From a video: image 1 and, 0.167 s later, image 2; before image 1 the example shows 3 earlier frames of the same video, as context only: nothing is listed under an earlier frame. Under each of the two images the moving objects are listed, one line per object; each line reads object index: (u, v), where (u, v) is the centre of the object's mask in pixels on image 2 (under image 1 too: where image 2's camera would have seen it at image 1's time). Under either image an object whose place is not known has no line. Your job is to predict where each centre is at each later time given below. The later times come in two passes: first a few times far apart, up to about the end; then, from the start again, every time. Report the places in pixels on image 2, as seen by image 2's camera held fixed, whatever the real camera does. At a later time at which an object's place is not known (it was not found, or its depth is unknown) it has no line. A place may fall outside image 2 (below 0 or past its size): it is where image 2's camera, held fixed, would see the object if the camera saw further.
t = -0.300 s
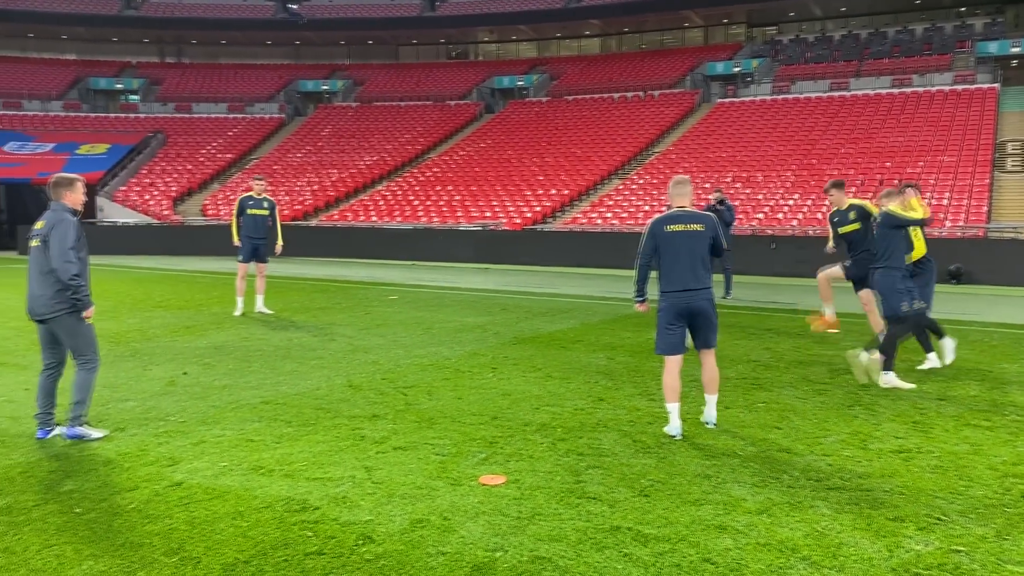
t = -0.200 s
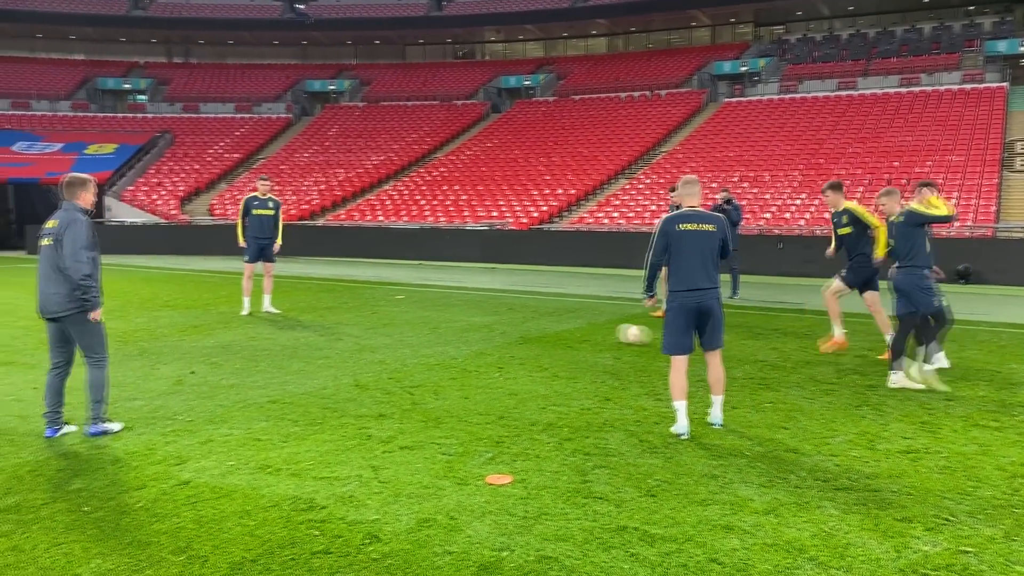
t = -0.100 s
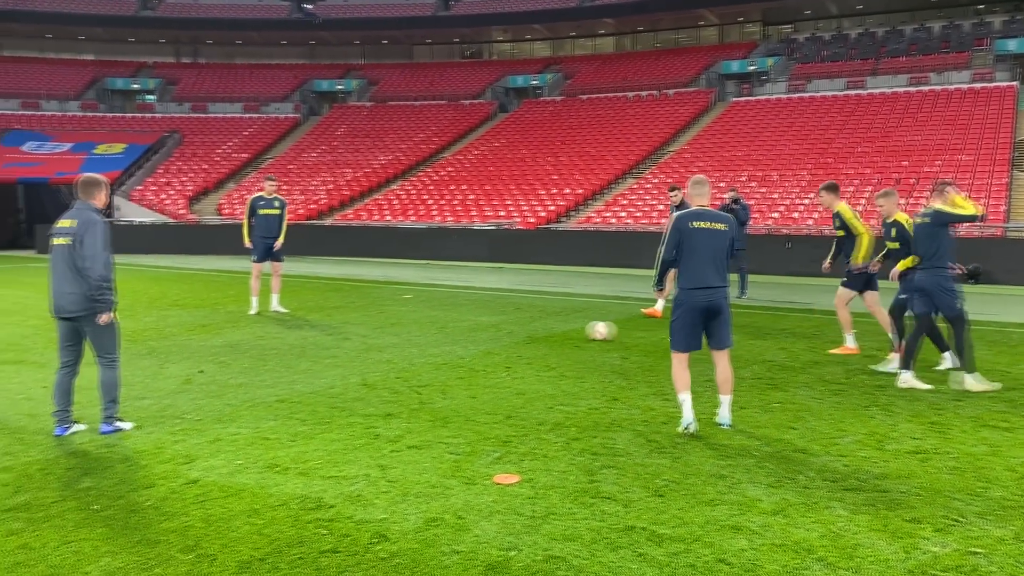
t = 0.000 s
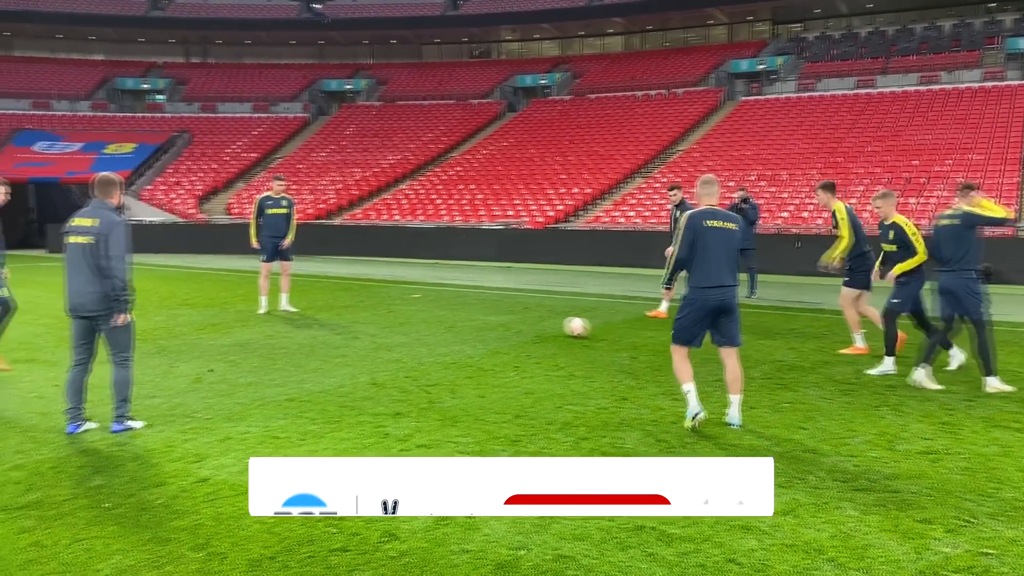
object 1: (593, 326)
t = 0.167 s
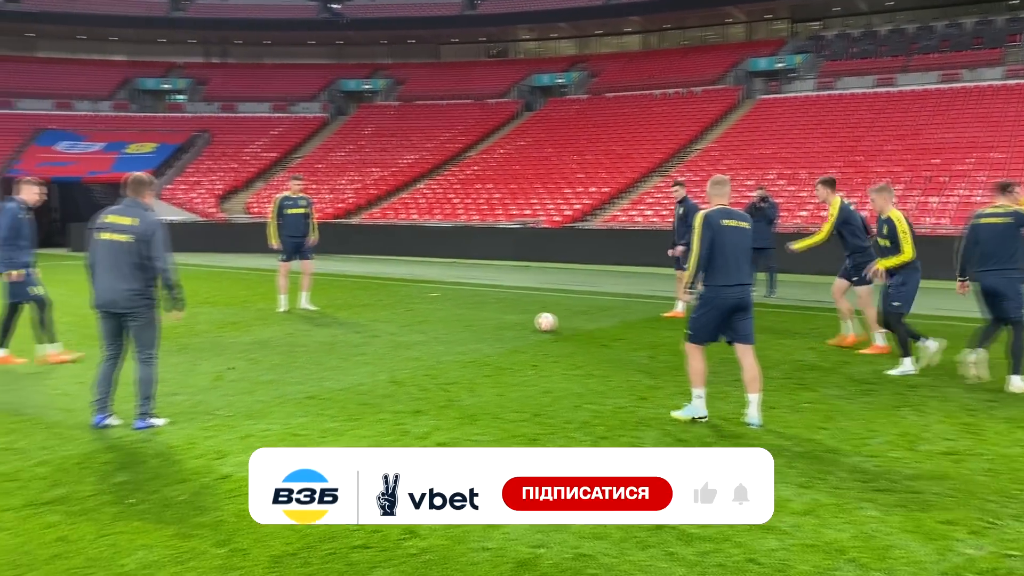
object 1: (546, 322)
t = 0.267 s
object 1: (522, 321)
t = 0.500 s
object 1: (472, 317)
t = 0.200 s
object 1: (538, 322)
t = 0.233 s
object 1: (529, 322)
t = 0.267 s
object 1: (522, 321)
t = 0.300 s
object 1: (514, 320)
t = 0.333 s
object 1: (506, 320)
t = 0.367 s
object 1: (499, 319)
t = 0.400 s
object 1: (492, 319)
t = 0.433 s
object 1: (485, 318)
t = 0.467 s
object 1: (478, 317)
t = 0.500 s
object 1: (472, 317)
